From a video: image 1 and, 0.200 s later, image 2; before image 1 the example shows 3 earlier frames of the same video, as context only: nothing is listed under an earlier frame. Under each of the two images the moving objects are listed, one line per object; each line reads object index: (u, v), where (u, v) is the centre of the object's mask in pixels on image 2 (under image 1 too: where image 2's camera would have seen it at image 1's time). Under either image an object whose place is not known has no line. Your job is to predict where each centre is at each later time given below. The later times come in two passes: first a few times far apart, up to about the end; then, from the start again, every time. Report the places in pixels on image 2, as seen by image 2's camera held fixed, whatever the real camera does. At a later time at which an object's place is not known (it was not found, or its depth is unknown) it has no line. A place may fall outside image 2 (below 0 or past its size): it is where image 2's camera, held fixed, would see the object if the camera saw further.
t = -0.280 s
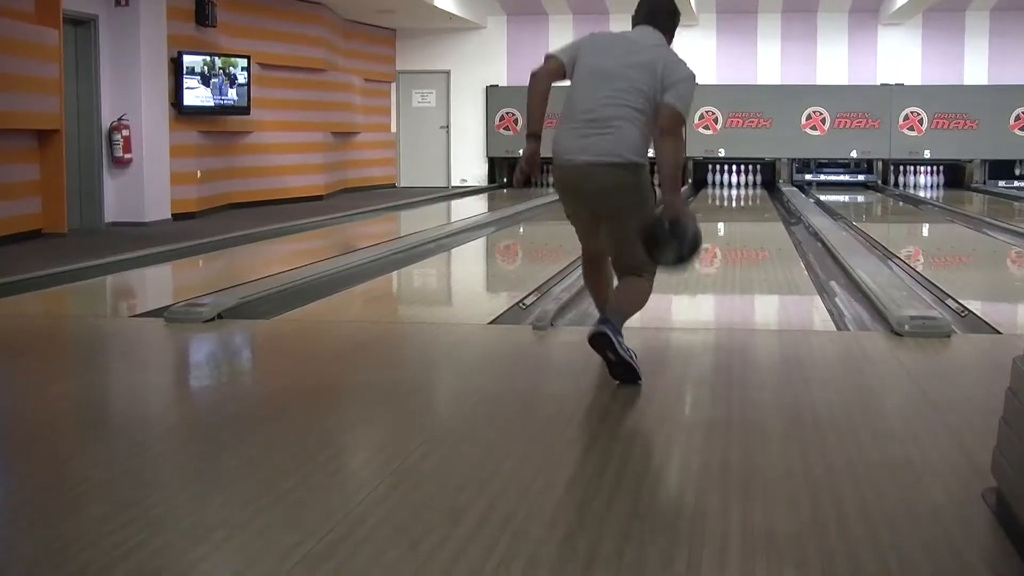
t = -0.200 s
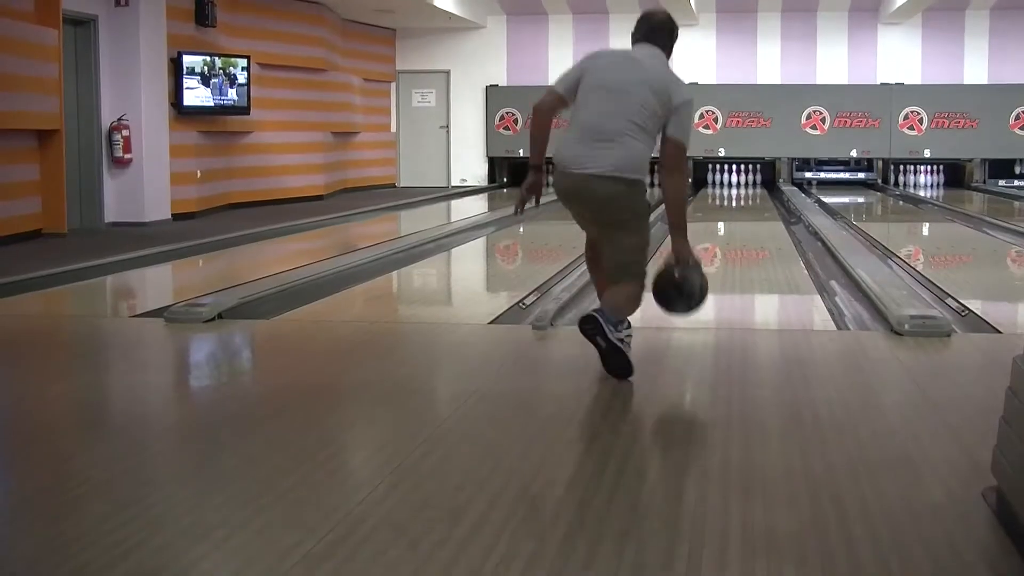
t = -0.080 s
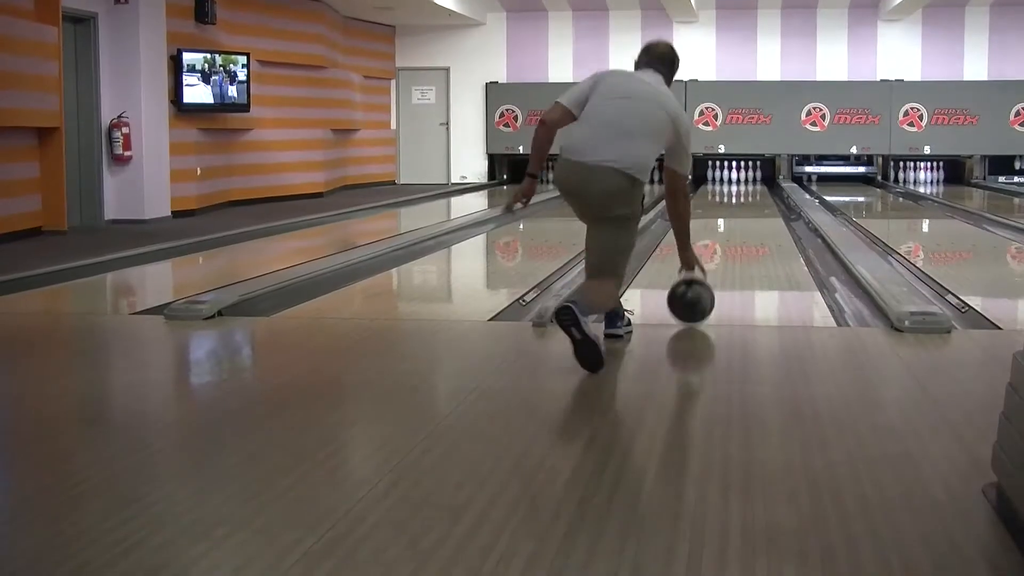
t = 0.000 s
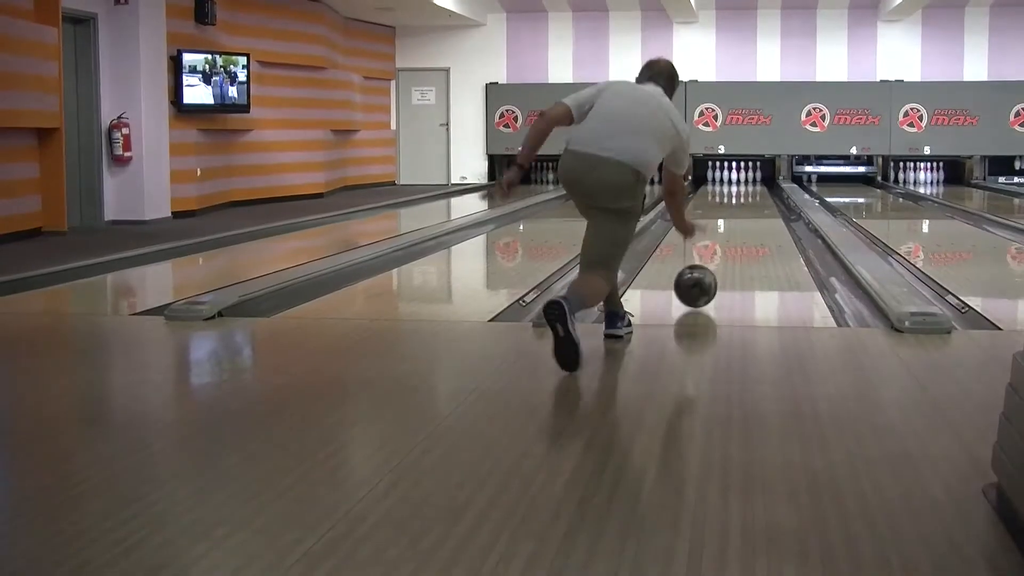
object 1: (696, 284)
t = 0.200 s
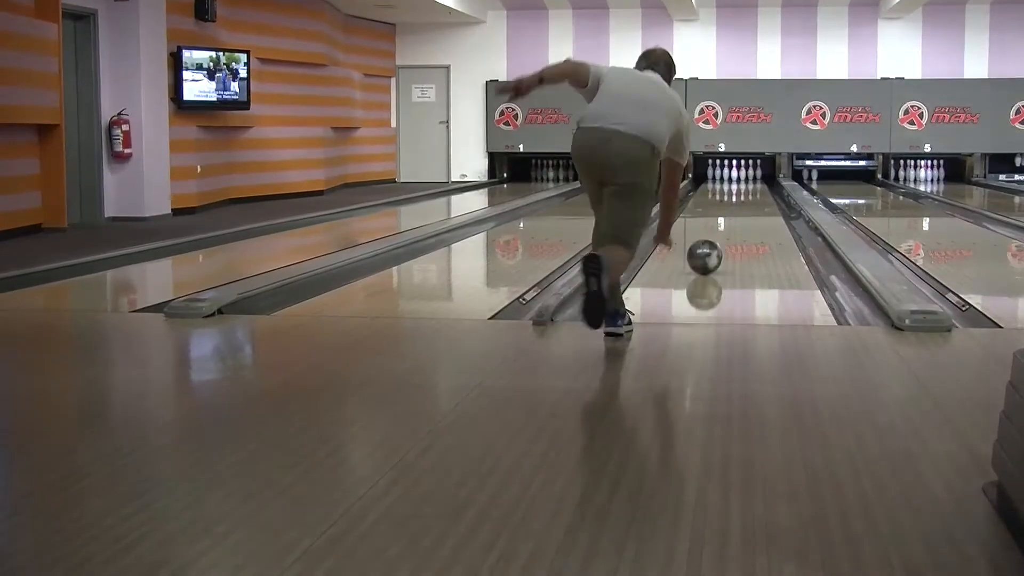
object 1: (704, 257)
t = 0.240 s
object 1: (705, 252)
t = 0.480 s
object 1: (712, 231)
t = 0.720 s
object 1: (716, 217)
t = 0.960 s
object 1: (719, 207)
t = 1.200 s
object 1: (721, 198)
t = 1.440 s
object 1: (722, 193)
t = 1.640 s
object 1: (723, 188)
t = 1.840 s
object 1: (724, 183)
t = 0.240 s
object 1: (705, 252)
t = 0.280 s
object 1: (707, 248)
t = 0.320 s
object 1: (708, 244)
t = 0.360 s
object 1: (709, 241)
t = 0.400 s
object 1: (710, 237)
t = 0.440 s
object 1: (711, 234)
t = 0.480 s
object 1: (712, 231)
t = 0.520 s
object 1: (713, 228)
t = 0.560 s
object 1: (713, 226)
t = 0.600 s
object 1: (714, 224)
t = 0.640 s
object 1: (715, 221)
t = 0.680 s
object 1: (715, 219)
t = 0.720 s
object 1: (716, 217)
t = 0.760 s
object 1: (717, 215)
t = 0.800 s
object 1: (718, 214)
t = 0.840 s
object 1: (718, 212)
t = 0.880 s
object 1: (718, 210)
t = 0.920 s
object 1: (719, 208)
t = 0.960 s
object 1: (719, 207)
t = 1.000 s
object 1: (719, 205)
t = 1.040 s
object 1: (719, 204)
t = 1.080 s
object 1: (720, 202)
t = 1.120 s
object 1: (720, 201)
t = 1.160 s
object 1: (720, 199)
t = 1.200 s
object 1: (721, 198)
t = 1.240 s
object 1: (720, 197)
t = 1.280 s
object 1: (721, 196)
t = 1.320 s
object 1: (722, 195)
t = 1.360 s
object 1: (722, 194)
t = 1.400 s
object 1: (722, 193)
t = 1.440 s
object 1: (722, 193)
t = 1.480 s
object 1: (723, 192)
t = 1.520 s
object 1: (723, 191)
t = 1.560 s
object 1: (724, 189)
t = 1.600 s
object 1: (723, 189)
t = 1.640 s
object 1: (723, 188)
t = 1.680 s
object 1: (723, 187)
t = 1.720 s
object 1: (723, 187)
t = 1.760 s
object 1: (724, 185)
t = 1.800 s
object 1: (724, 185)
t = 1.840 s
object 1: (724, 183)
